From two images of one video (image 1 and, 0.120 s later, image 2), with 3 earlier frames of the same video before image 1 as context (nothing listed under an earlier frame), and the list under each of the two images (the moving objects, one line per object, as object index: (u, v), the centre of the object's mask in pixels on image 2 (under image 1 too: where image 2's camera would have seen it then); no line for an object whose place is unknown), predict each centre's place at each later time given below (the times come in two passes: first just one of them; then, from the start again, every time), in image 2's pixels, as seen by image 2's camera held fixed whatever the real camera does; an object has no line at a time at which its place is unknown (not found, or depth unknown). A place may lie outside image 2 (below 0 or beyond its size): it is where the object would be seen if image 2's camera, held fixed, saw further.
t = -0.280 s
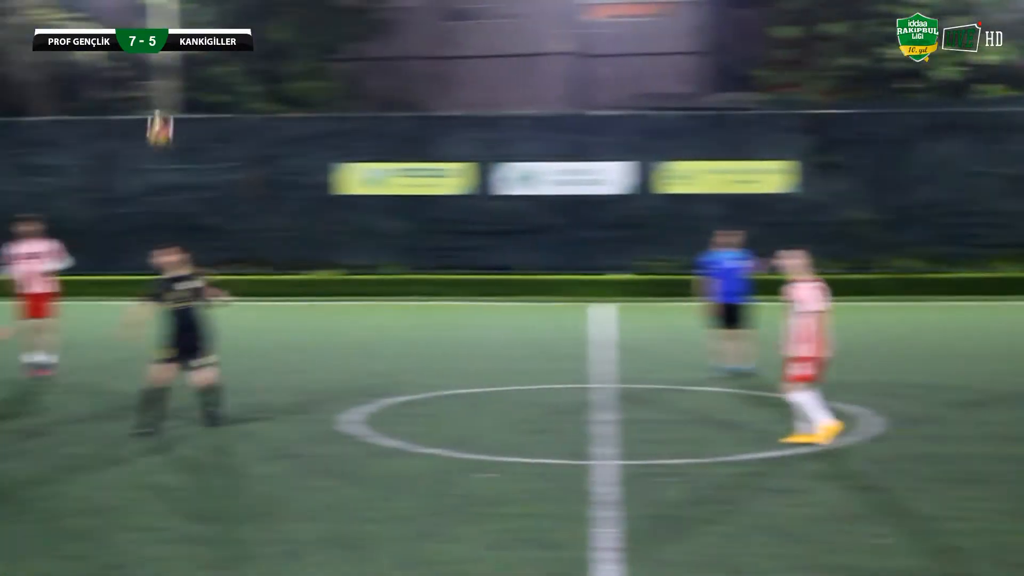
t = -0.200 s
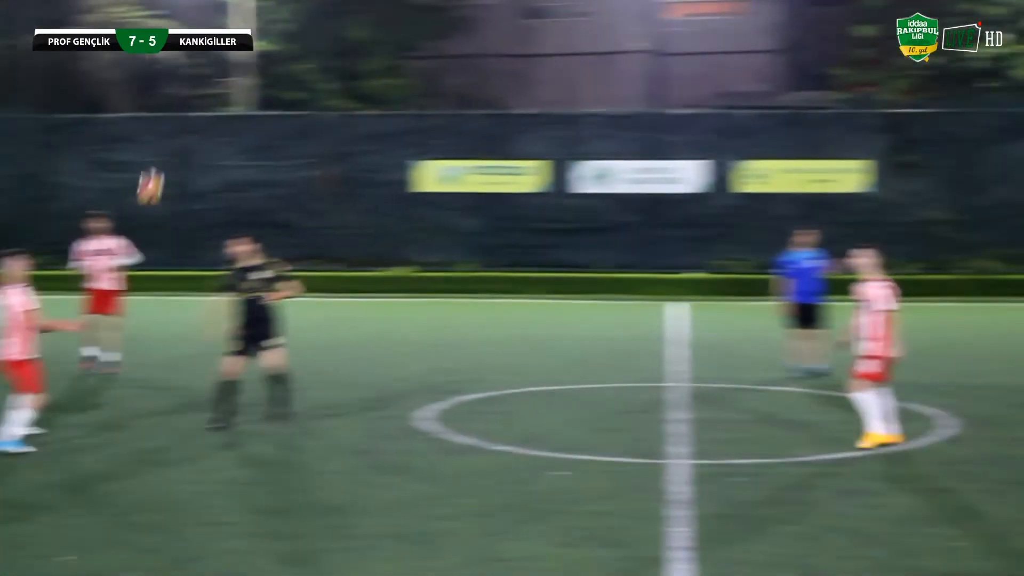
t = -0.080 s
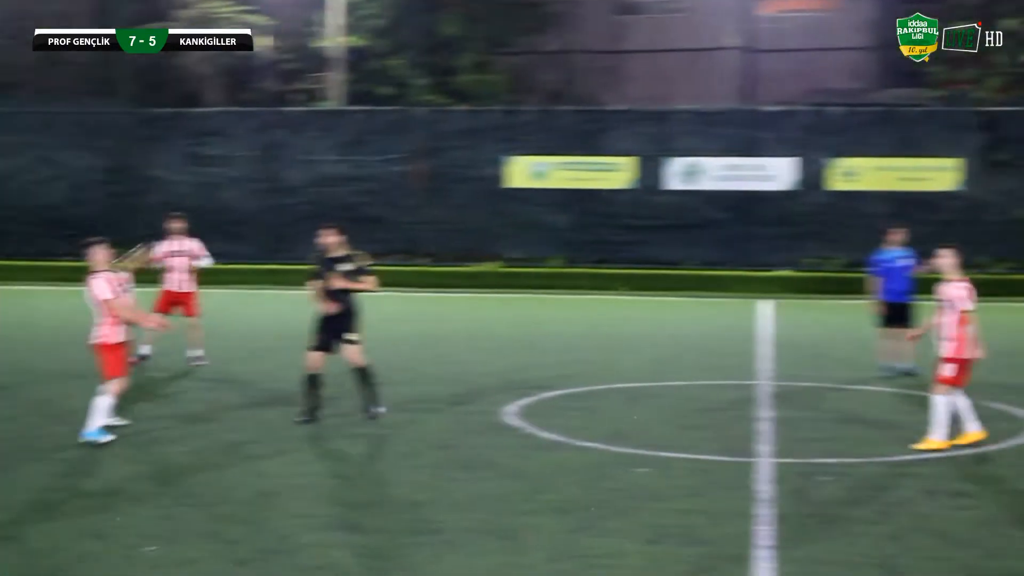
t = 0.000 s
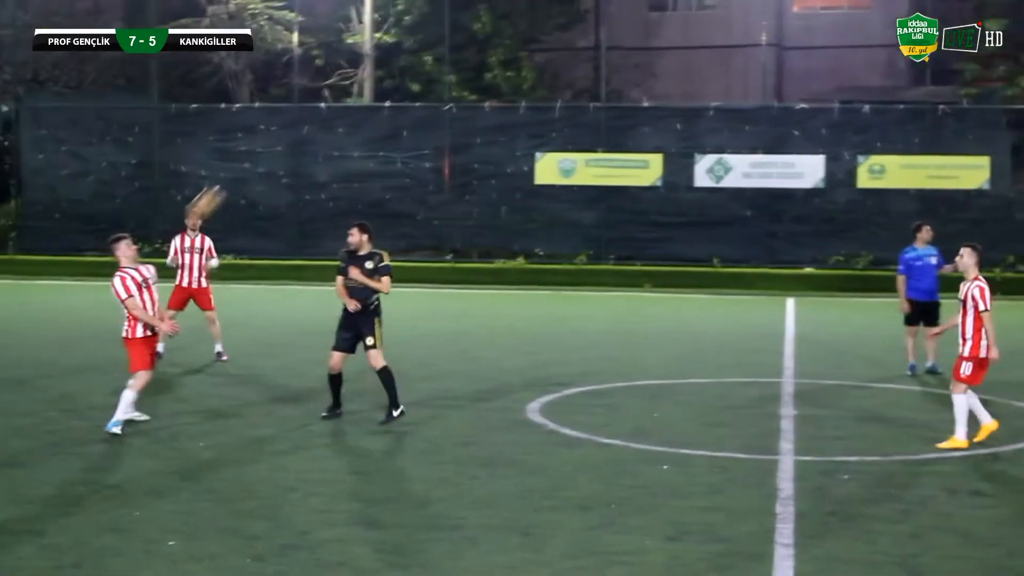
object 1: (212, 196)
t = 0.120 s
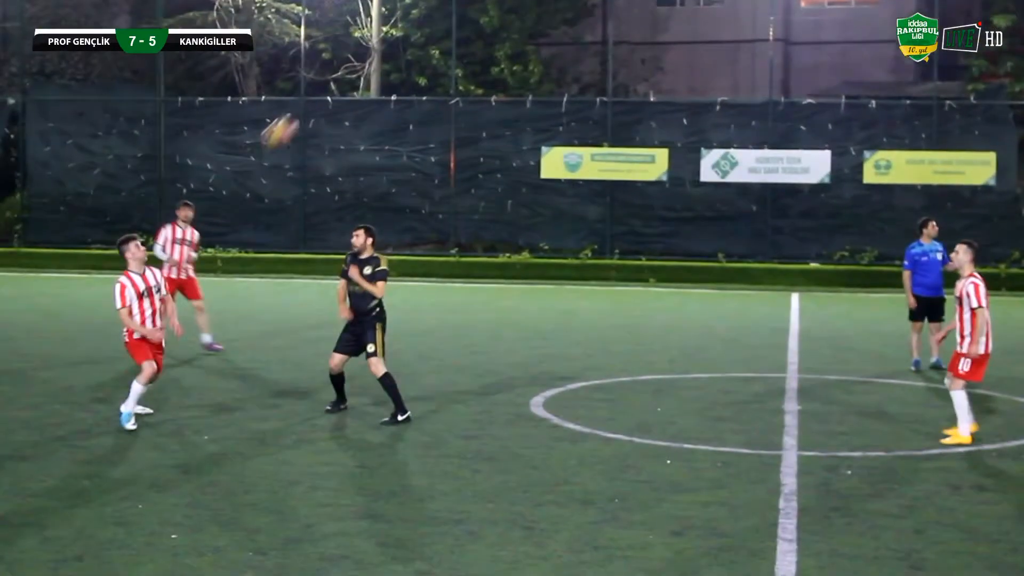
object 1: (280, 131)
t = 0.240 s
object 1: (349, 80)
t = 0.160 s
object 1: (303, 112)
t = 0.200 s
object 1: (327, 95)
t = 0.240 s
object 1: (349, 80)
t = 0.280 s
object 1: (373, 66)
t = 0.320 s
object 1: (397, 53)
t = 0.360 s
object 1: (420, 42)
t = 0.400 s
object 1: (443, 34)
